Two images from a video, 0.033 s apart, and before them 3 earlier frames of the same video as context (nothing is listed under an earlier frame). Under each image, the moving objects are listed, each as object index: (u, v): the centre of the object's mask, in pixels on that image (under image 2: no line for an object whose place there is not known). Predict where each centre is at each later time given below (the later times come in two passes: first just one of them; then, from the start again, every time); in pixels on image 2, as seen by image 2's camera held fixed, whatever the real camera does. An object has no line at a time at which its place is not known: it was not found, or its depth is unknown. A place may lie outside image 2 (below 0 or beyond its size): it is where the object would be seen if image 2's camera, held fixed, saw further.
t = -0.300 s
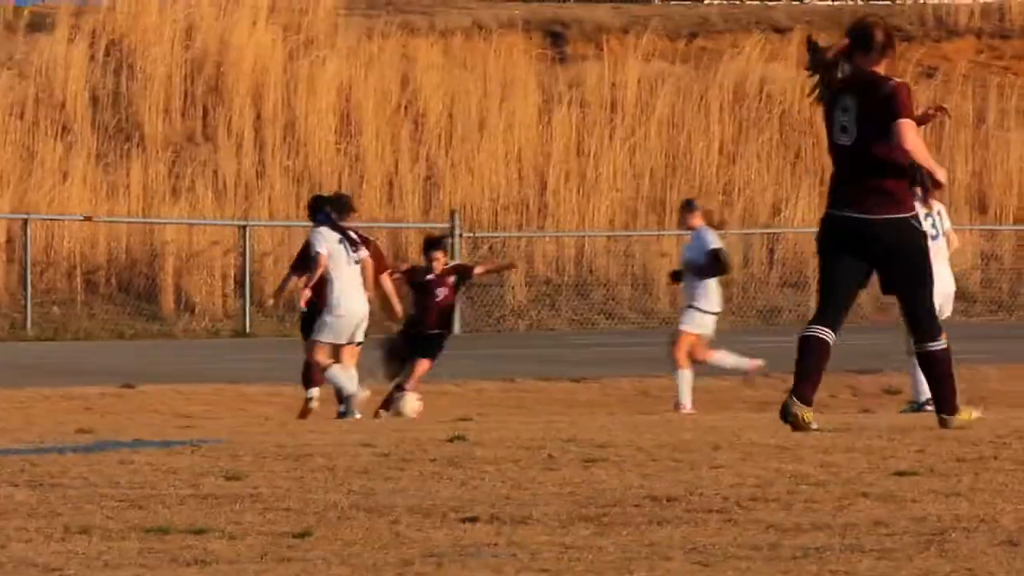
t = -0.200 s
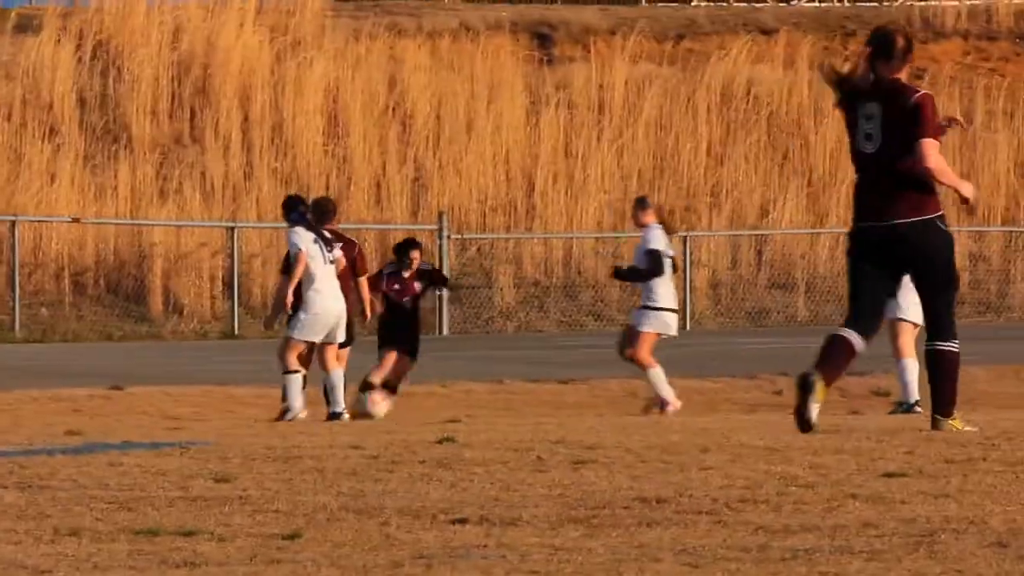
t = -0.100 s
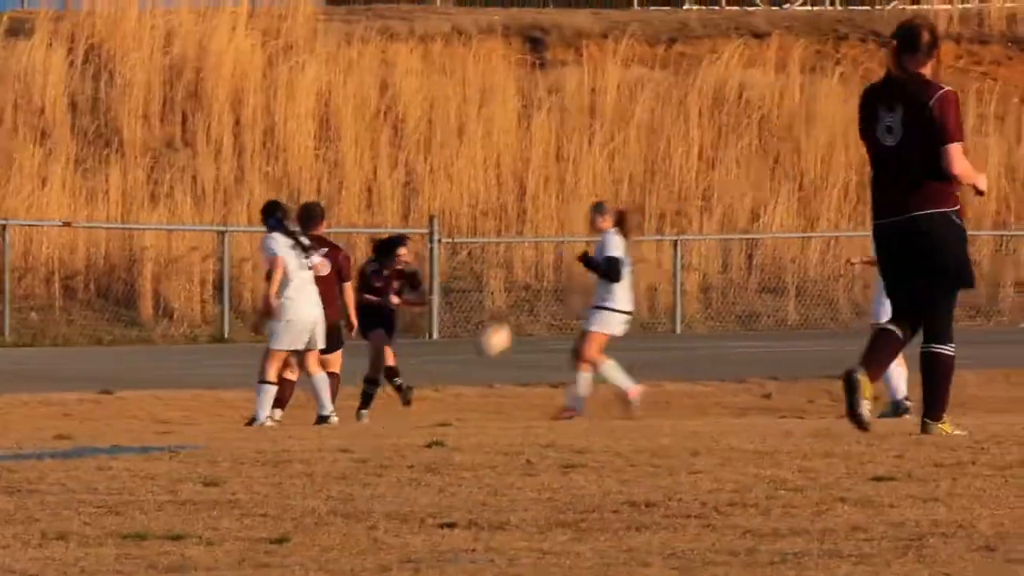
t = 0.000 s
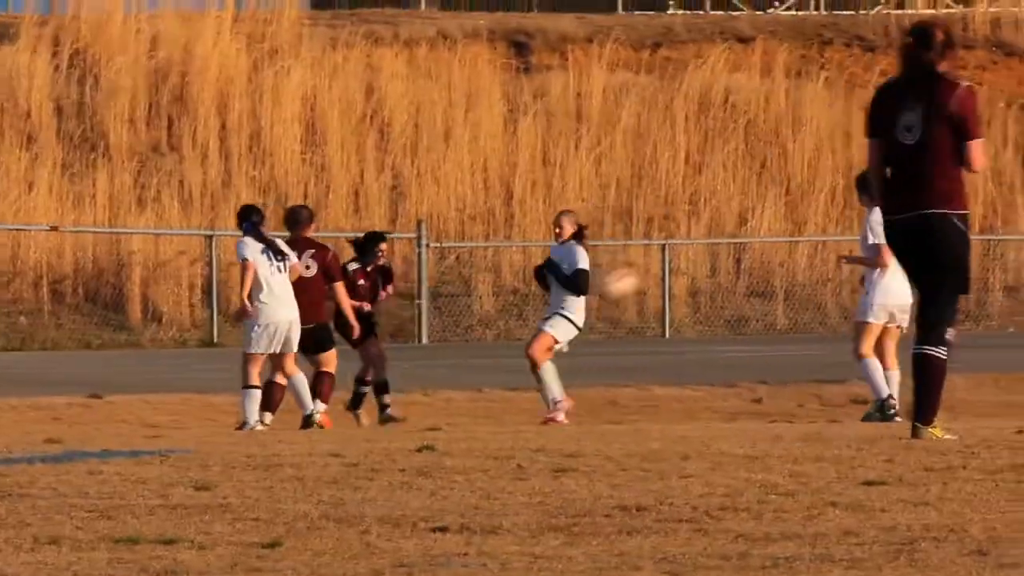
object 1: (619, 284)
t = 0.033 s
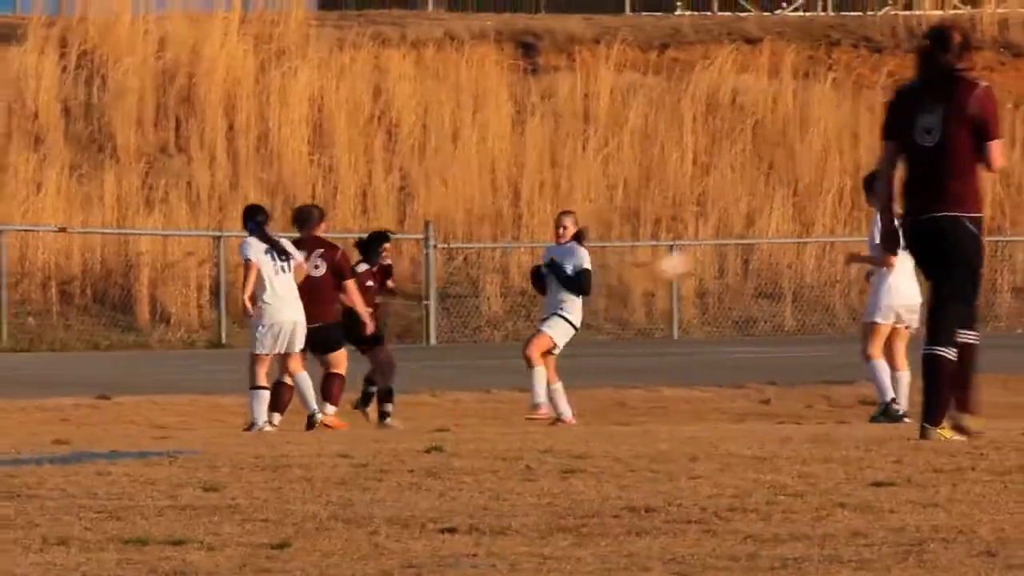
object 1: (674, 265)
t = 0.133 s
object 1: (803, 218)
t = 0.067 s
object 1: (720, 250)
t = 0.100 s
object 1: (757, 235)
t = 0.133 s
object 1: (803, 218)
